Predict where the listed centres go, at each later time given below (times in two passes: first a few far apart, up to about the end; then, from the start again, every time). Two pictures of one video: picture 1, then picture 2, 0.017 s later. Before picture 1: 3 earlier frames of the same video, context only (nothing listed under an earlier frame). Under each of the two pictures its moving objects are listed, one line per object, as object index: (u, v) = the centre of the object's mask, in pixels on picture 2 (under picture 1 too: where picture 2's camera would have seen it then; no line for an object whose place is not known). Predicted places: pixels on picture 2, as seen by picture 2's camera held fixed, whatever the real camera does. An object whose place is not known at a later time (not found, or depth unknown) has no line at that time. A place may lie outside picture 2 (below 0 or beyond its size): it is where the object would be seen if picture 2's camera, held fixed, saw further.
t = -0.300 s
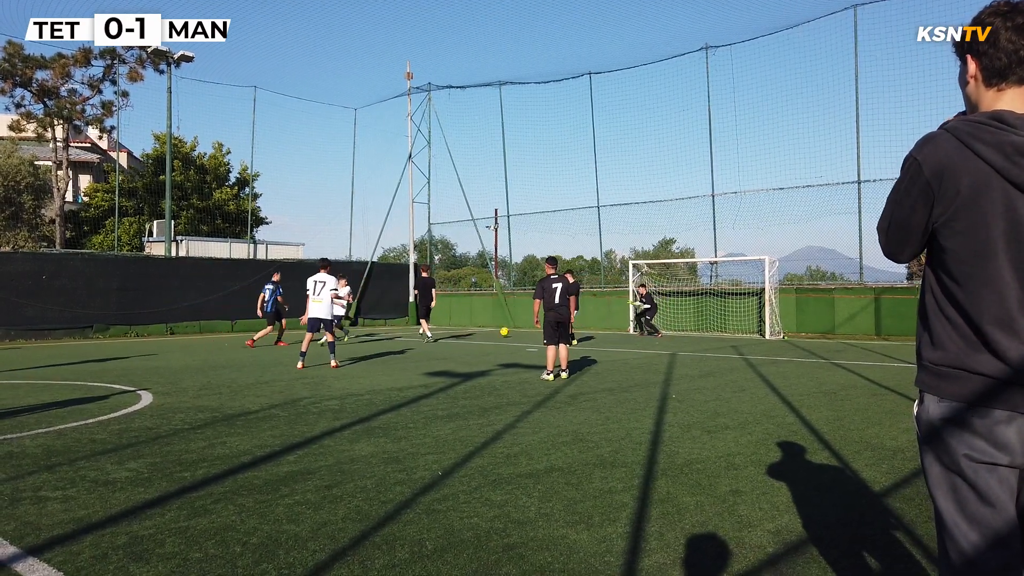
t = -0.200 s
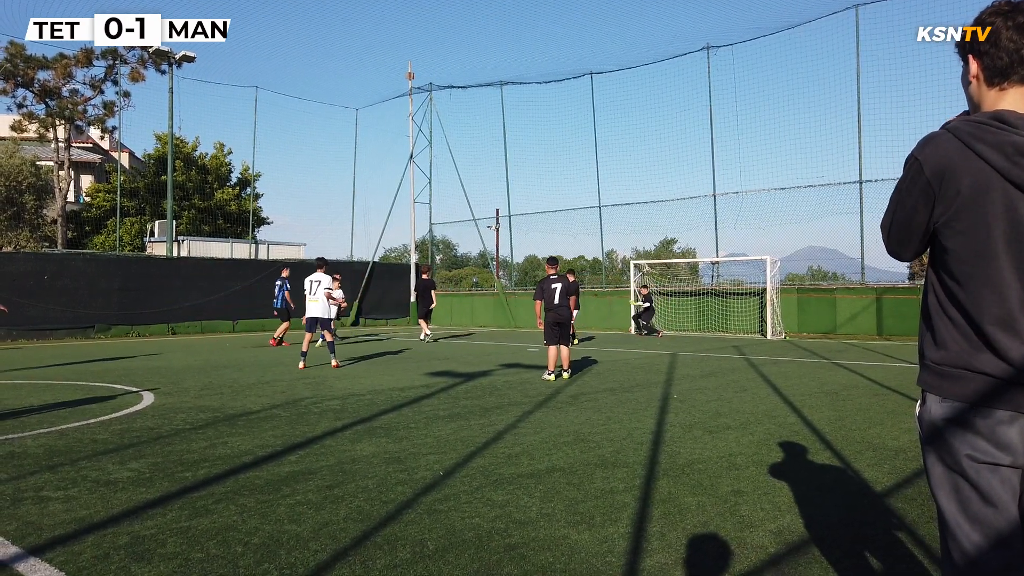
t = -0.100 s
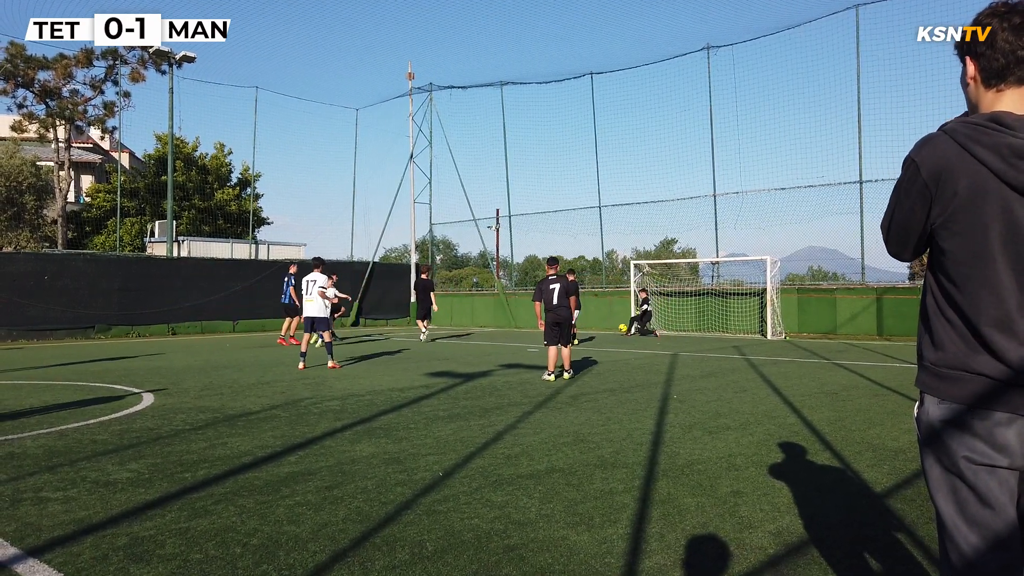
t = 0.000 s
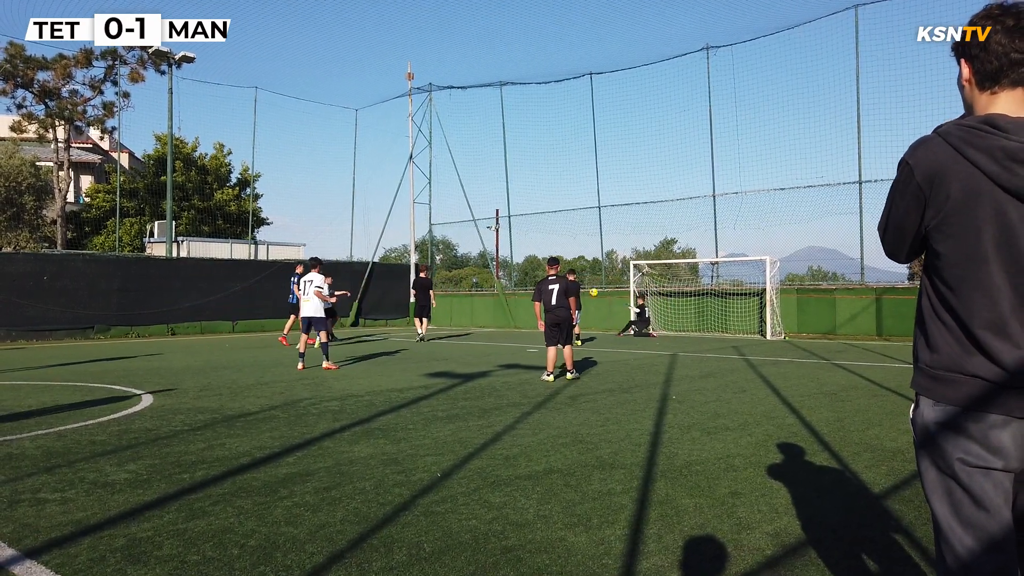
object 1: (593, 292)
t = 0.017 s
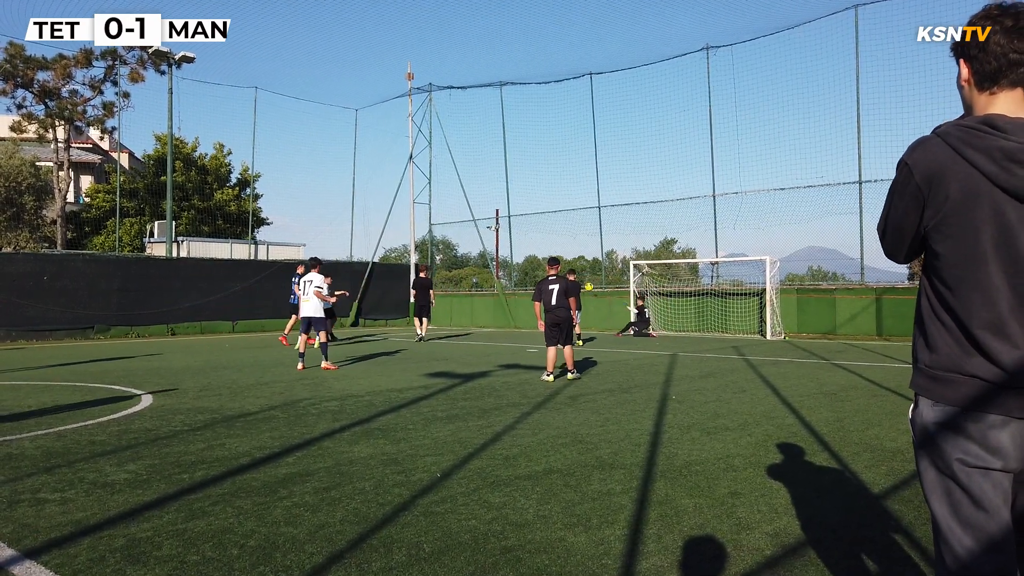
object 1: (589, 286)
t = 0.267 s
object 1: (522, 215)
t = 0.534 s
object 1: (455, 161)
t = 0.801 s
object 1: (392, 133)
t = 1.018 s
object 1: (341, 128)
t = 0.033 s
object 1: (584, 281)
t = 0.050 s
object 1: (580, 275)
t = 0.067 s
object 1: (576, 269)
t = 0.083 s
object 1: (570, 265)
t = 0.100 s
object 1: (566, 260)
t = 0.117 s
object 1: (561, 255)
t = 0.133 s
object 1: (557, 250)
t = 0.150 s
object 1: (552, 245)
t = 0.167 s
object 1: (548, 241)
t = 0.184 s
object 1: (544, 236)
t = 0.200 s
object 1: (539, 232)
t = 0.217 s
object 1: (535, 227)
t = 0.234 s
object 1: (530, 223)
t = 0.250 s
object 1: (526, 218)
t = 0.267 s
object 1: (522, 215)
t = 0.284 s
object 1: (517, 211)
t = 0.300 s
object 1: (513, 206)
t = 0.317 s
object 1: (509, 202)
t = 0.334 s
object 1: (505, 199)
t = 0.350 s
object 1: (501, 195)
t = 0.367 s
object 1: (496, 192)
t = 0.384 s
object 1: (492, 188)
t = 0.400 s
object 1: (488, 185)
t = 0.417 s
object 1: (484, 182)
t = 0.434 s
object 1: (480, 178)
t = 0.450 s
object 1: (476, 175)
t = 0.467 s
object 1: (471, 172)
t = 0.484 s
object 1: (467, 169)
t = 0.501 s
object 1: (464, 167)
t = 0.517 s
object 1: (459, 164)
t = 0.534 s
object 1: (455, 161)
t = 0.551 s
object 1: (451, 159)
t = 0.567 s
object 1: (447, 156)
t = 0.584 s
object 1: (443, 154)
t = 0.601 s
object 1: (439, 152)
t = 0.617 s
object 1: (435, 150)
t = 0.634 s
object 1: (431, 148)
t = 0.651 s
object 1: (427, 146)
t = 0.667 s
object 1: (423, 144)
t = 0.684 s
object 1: (419, 142)
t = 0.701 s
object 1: (415, 141)
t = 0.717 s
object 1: (411, 140)
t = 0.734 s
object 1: (407, 138)
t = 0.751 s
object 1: (403, 136)
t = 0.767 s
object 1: (399, 135)
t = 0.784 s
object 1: (396, 134)
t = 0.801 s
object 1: (392, 133)
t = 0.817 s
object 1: (387, 132)
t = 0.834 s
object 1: (384, 131)
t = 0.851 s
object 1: (380, 130)
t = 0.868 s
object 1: (376, 130)
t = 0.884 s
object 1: (372, 129)
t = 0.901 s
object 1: (368, 129)
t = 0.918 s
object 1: (364, 129)
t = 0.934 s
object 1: (360, 128)
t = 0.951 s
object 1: (357, 128)
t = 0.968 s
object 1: (353, 128)
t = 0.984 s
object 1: (349, 128)
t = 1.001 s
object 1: (345, 128)
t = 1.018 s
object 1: (341, 128)
